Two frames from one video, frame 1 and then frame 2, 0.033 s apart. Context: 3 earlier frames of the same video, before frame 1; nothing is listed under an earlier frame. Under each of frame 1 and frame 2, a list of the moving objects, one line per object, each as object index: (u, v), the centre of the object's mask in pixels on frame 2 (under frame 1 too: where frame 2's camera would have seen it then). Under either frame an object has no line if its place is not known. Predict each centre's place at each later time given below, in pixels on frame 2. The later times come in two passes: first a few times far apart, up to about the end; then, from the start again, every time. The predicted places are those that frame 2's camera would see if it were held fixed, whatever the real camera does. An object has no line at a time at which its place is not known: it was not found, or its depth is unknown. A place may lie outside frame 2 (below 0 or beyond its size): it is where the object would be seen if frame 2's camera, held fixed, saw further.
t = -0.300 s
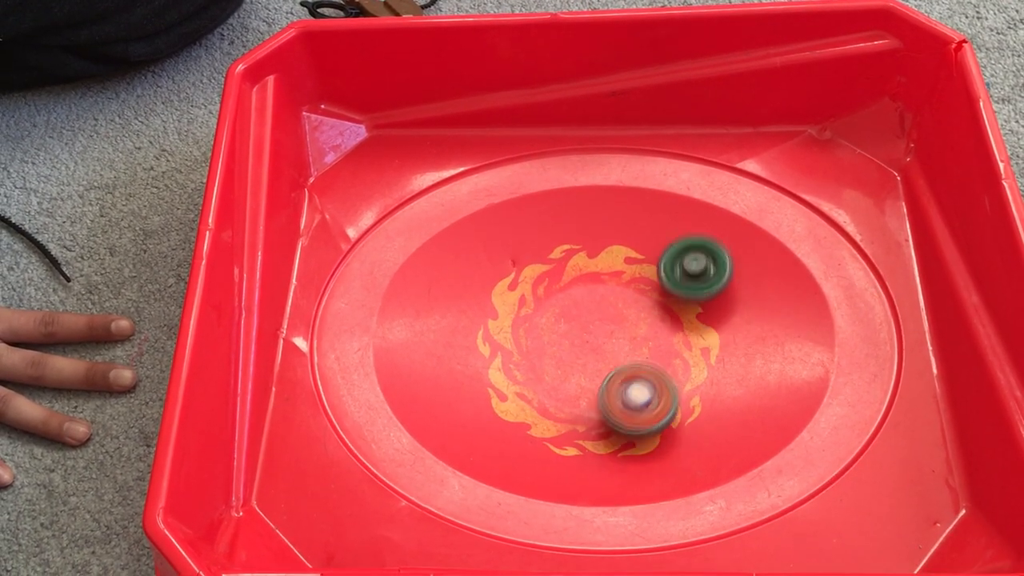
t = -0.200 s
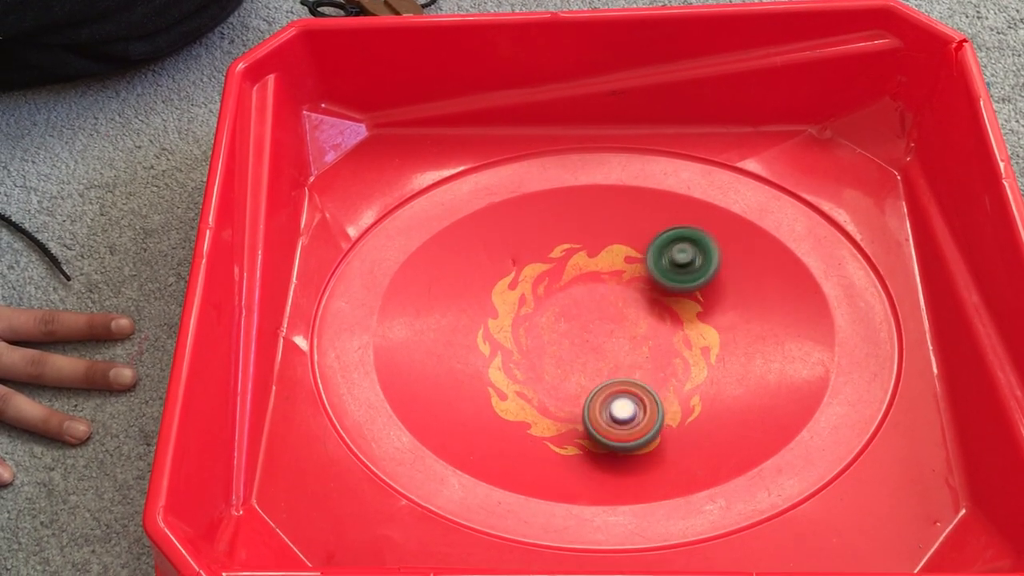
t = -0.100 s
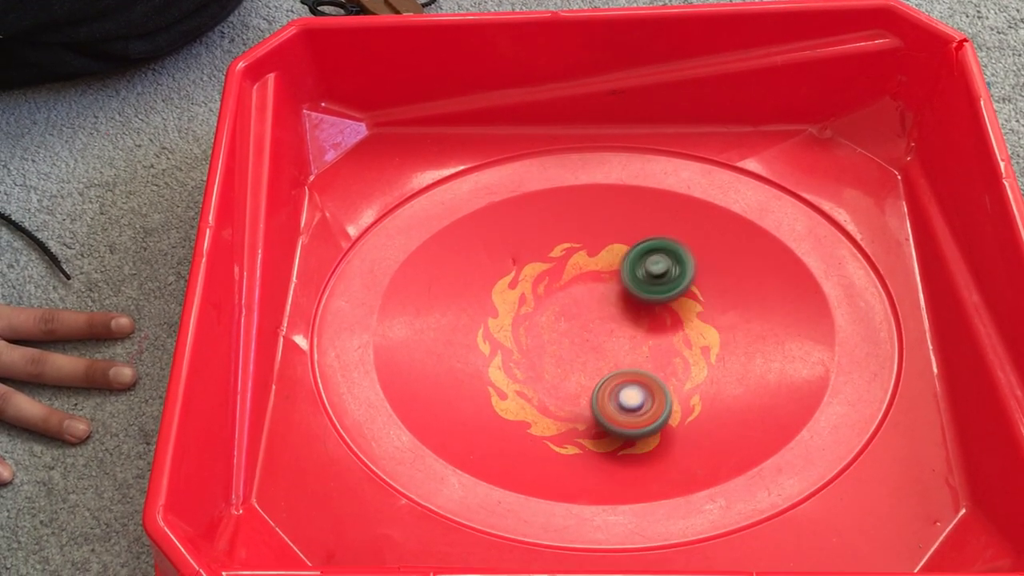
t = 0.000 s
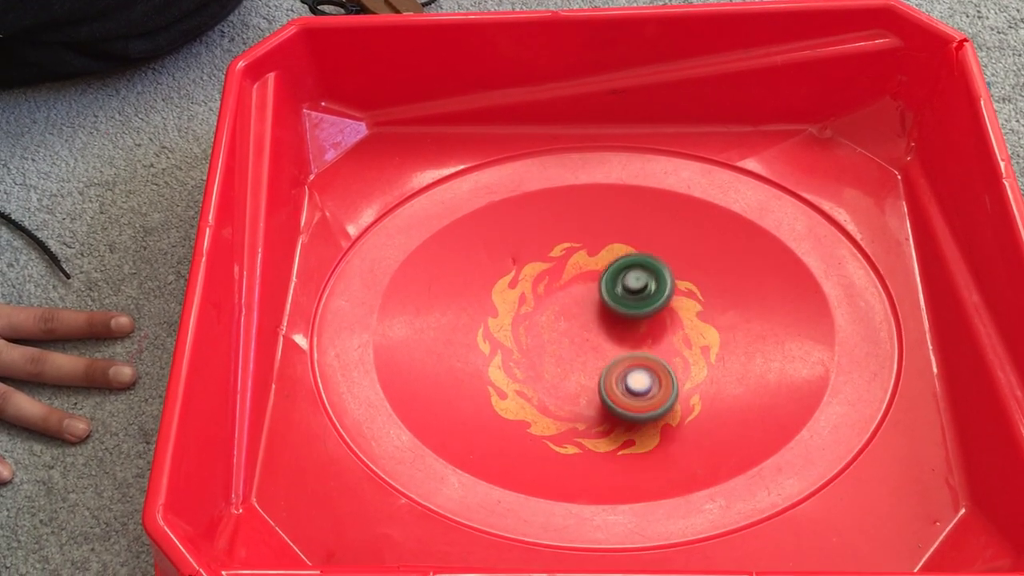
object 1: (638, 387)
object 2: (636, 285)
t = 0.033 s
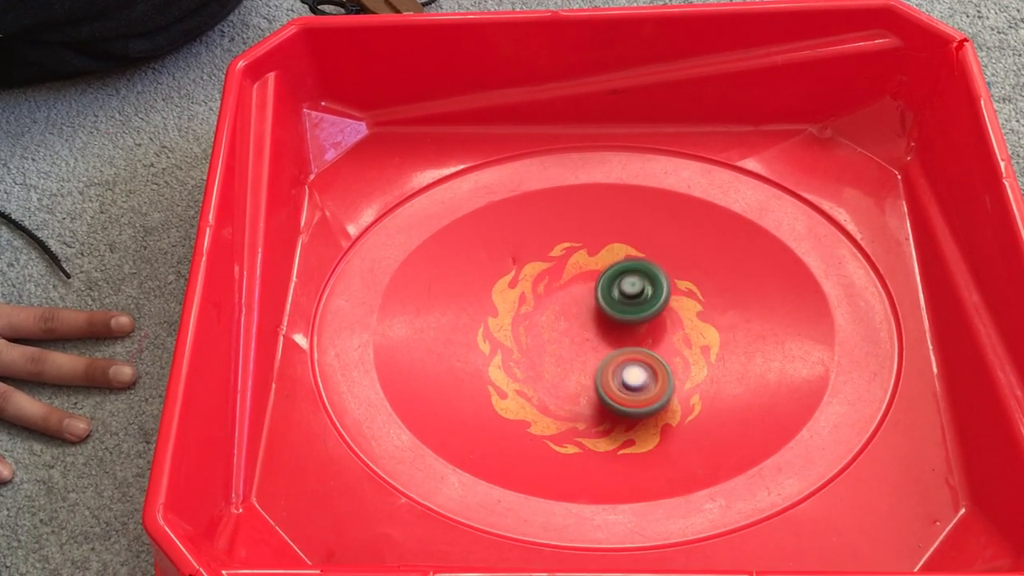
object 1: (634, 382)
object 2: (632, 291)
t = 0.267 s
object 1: (575, 370)
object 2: (609, 311)
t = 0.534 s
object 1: (552, 409)
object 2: (601, 301)
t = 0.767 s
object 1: (579, 388)
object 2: (577, 290)
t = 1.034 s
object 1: (559, 360)
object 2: (546, 272)
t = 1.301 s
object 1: (584, 434)
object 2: (526, 191)
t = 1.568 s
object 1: (687, 366)
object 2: (529, 272)
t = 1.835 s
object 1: (670, 272)
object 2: (562, 309)
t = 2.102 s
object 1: (591, 235)
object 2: (591, 336)
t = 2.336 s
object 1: (537, 306)
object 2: (621, 364)
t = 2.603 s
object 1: (552, 364)
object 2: (660, 401)
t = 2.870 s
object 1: (568, 394)
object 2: (668, 386)
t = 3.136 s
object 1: (510, 386)
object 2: (752, 325)
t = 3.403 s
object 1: (522, 355)
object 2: (713, 285)
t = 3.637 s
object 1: (539, 294)
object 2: (663, 273)
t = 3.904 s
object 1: (539, 257)
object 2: (624, 278)
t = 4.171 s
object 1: (504, 272)
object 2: (668, 316)
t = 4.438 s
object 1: (545, 329)
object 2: (698, 334)
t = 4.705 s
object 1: (578, 349)
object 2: (715, 348)
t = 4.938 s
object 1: (515, 360)
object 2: (692, 350)
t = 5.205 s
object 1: (524, 377)
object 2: (636, 344)
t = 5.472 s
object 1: (461, 348)
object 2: (728, 295)
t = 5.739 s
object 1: (505, 340)
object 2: (719, 259)
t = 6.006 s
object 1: (581, 300)
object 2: (676, 283)
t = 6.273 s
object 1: (545, 275)
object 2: (713, 332)
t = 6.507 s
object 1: (557, 297)
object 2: (674, 342)
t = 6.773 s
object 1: (504, 237)
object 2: (735, 421)
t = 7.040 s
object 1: (447, 264)
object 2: (723, 386)
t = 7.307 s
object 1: (500, 342)
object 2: (664, 335)
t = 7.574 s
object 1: (589, 400)
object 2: (645, 295)
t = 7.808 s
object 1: (668, 415)
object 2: (648, 271)
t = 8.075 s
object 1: (698, 369)
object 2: (653, 272)
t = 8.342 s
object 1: (656, 356)
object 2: (624, 256)
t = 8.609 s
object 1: (606, 337)
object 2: (590, 268)
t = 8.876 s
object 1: (558, 371)
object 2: (564, 228)
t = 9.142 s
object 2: (570, 274)
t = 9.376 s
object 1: (522, 344)
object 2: (599, 296)
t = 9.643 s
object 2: (602, 316)
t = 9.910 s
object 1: (513, 382)
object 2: (652, 288)
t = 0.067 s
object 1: (627, 378)
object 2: (629, 297)
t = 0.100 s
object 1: (619, 374)
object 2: (625, 302)
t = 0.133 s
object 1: (611, 372)
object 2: (622, 305)
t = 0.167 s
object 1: (602, 373)
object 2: (619, 305)
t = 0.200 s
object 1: (593, 373)
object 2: (616, 306)
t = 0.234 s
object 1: (584, 371)
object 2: (612, 309)
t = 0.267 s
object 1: (575, 370)
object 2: (609, 311)
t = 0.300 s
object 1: (561, 378)
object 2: (612, 307)
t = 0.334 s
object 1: (546, 385)
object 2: (615, 301)
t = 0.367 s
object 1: (538, 391)
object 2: (616, 298)
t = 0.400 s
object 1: (534, 396)
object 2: (615, 297)
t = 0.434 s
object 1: (535, 400)
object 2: (612, 297)
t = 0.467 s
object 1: (539, 404)
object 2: (609, 298)
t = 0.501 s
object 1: (545, 407)
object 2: (605, 299)
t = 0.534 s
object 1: (552, 409)
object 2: (601, 301)
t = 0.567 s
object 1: (561, 408)
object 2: (597, 302)
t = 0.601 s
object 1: (568, 404)
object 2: (593, 304)
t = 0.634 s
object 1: (576, 398)
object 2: (589, 306)
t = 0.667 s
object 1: (581, 390)
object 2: (586, 307)
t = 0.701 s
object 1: (583, 382)
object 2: (582, 309)
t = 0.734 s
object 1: (582, 380)
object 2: (579, 306)
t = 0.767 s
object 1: (579, 388)
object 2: (577, 290)
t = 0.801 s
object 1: (576, 390)
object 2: (574, 278)
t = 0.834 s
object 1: (574, 390)
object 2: (572, 271)
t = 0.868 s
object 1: (573, 387)
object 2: (569, 267)
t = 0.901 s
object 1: (570, 383)
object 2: (564, 265)
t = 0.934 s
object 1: (566, 378)
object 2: (559, 266)
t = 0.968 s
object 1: (563, 372)
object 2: (555, 267)
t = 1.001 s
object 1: (561, 365)
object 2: (550, 269)
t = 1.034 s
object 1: (559, 360)
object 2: (546, 272)
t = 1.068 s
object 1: (558, 355)
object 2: (542, 274)
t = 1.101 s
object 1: (557, 349)
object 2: (539, 276)
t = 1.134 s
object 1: (555, 346)
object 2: (536, 278)
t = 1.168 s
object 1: (556, 372)
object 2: (533, 250)
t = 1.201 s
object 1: (558, 399)
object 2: (530, 224)
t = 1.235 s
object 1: (564, 417)
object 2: (529, 204)
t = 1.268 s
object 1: (572, 429)
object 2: (528, 194)
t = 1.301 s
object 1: (584, 434)
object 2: (526, 191)
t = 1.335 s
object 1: (599, 434)
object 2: (524, 192)
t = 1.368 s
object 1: (618, 431)
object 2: (521, 198)
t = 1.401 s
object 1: (636, 426)
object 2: (520, 206)
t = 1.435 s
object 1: (653, 418)
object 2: (519, 218)
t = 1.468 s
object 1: (667, 407)
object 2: (520, 231)
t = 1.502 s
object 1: (678, 395)
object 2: (522, 245)
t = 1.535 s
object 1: (684, 381)
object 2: (525, 259)
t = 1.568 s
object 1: (687, 366)
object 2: (529, 272)
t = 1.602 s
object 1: (687, 352)
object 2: (535, 283)
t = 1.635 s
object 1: (683, 338)
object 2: (543, 292)
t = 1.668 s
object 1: (678, 325)
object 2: (551, 297)
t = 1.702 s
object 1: (672, 313)
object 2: (560, 301)
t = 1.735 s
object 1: (665, 303)
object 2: (569, 303)
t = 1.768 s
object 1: (658, 293)
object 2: (577, 304)
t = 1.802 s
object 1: (665, 282)
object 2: (569, 307)
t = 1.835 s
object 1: (670, 272)
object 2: (562, 309)
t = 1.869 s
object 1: (670, 263)
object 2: (558, 311)
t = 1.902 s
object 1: (665, 254)
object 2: (559, 314)
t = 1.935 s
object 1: (657, 247)
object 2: (563, 317)
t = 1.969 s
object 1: (646, 240)
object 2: (568, 320)
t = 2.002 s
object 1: (634, 236)
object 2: (574, 324)
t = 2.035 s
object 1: (620, 233)
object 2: (580, 328)
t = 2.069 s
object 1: (606, 232)
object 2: (585, 332)
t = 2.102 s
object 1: (591, 235)
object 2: (591, 336)
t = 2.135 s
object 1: (578, 239)
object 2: (596, 339)
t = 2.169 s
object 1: (565, 247)
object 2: (600, 343)
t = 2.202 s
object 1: (554, 256)
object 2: (605, 347)
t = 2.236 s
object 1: (545, 267)
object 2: (609, 351)
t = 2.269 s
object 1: (539, 280)
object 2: (613, 355)
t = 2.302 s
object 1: (537, 293)
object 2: (617, 360)
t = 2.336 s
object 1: (537, 306)
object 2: (621, 364)
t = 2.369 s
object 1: (540, 316)
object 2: (624, 368)
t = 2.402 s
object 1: (544, 327)
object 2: (627, 372)
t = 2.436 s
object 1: (549, 337)
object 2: (630, 377)
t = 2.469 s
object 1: (555, 347)
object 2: (632, 381)
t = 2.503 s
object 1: (560, 356)
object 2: (635, 386)
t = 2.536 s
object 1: (556, 359)
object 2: (646, 393)
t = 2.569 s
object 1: (554, 361)
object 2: (655, 398)
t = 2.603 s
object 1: (552, 364)
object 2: (660, 401)
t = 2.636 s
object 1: (551, 367)
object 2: (663, 401)
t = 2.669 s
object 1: (550, 371)
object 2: (667, 400)
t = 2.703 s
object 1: (549, 375)
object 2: (669, 399)
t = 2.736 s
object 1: (548, 379)
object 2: (671, 398)
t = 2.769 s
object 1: (550, 383)
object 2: (672, 395)
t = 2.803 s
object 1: (553, 388)
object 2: (672, 392)
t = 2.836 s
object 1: (560, 392)
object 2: (670, 389)
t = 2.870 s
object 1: (568, 394)
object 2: (668, 386)
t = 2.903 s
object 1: (578, 396)
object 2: (665, 383)
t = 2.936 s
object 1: (573, 396)
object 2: (673, 378)
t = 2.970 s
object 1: (551, 396)
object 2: (704, 369)
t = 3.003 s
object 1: (533, 394)
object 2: (727, 359)
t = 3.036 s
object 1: (521, 391)
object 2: (743, 348)
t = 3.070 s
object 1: (514, 388)
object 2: (752, 339)
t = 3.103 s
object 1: (511, 387)
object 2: (754, 331)
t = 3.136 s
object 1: (510, 386)
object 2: (752, 325)
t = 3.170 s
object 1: (508, 385)
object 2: (750, 318)
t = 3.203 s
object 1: (508, 384)
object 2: (747, 312)
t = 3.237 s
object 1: (509, 382)
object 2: (742, 307)
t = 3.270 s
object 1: (511, 379)
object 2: (738, 301)
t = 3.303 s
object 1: (514, 374)
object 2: (732, 296)
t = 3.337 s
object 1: (517, 368)
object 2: (726, 292)
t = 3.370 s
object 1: (520, 362)
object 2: (720, 288)
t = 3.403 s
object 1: (522, 355)
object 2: (713, 285)
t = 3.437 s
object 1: (524, 347)
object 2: (706, 282)
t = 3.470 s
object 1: (526, 340)
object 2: (699, 280)
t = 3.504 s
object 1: (529, 332)
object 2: (691, 278)
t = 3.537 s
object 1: (531, 324)
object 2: (684, 276)
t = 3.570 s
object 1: (533, 314)
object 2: (676, 275)
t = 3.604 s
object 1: (536, 305)
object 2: (669, 274)
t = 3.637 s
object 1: (539, 294)
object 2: (663, 273)
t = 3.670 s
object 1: (542, 286)
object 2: (656, 273)
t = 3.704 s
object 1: (544, 280)
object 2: (649, 273)
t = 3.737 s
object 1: (545, 274)
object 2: (642, 273)
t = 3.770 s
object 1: (545, 268)
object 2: (636, 273)
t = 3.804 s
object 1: (546, 264)
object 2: (629, 274)
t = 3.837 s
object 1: (546, 262)
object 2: (624, 274)
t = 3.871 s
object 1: (543, 259)
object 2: (622, 275)
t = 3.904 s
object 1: (539, 257)
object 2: (624, 278)
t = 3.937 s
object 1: (537, 257)
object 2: (624, 281)
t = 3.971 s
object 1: (535, 258)
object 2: (622, 283)
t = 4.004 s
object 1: (535, 261)
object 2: (620, 285)
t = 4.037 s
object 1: (536, 264)
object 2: (616, 286)
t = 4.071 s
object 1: (537, 269)
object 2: (614, 288)
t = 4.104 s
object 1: (522, 267)
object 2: (633, 298)
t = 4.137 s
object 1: (511, 268)
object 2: (652, 308)
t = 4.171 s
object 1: (504, 272)
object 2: (668, 316)
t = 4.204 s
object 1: (502, 279)
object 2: (679, 322)
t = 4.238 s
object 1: (503, 287)
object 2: (686, 327)
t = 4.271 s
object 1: (506, 295)
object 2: (690, 329)
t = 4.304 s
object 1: (511, 303)
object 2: (693, 329)
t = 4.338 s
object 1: (518, 312)
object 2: (695, 330)
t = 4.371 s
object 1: (526, 319)
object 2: (697, 331)
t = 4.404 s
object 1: (535, 325)
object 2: (698, 332)
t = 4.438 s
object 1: (545, 329)
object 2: (698, 334)
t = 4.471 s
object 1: (554, 333)
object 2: (697, 335)
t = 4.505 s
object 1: (565, 337)
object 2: (696, 337)
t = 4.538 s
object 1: (576, 341)
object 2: (695, 339)
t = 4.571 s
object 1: (586, 344)
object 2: (692, 340)
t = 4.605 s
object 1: (597, 347)
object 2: (689, 342)
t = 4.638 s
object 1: (608, 350)
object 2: (687, 343)
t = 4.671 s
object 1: (597, 348)
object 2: (699, 345)
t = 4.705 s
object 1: (578, 349)
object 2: (715, 348)
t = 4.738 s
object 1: (565, 349)
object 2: (723, 351)
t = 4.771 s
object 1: (553, 349)
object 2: (725, 353)
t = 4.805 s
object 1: (544, 351)
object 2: (721, 354)
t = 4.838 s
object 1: (535, 353)
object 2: (716, 354)
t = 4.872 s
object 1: (526, 354)
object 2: (709, 352)
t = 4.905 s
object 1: (520, 357)
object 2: (701, 351)
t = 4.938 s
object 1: (515, 360)
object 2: (692, 350)
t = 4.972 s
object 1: (511, 364)
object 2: (685, 349)
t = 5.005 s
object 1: (508, 367)
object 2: (678, 348)
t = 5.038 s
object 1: (507, 371)
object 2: (671, 347)
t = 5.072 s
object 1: (507, 374)
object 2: (664, 347)
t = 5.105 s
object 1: (510, 377)
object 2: (657, 346)
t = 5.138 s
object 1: (514, 378)
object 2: (650, 346)
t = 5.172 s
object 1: (519, 379)
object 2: (643, 345)
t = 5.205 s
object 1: (524, 377)
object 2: (636, 344)
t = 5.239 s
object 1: (530, 375)
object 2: (629, 342)
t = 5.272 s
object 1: (537, 371)
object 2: (623, 340)
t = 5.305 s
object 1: (542, 366)
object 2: (617, 338)
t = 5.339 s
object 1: (518, 364)
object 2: (641, 330)
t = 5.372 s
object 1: (495, 359)
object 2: (671, 321)
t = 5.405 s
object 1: (477, 355)
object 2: (696, 311)
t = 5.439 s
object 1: (466, 351)
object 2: (715, 303)
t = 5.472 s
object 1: (461, 348)
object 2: (728, 295)
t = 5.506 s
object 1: (460, 346)
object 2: (734, 288)
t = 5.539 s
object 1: (462, 346)
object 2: (735, 281)
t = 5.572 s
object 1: (466, 346)
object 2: (735, 274)
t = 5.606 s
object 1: (471, 347)
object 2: (733, 269)
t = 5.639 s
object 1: (479, 346)
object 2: (731, 264)
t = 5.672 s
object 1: (487, 345)
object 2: (727, 261)
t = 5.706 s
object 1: (496, 343)
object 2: (724, 259)
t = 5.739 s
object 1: (505, 340)
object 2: (719, 259)
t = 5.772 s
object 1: (515, 337)
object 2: (714, 259)
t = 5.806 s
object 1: (525, 332)
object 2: (708, 261)
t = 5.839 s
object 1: (535, 328)
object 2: (702, 263)
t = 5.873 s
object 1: (544, 323)
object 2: (695, 267)
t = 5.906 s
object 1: (553, 317)
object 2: (689, 270)
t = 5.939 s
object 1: (563, 311)
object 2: (683, 275)
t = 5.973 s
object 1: (572, 306)
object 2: (679, 279)
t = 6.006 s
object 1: (581, 300)
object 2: (676, 283)
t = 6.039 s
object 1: (590, 295)
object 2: (673, 287)
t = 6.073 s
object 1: (591, 288)
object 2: (678, 292)
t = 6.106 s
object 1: (578, 281)
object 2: (696, 296)
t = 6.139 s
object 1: (566, 276)
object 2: (708, 304)
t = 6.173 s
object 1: (557, 272)
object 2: (715, 314)
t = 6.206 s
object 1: (552, 271)
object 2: (718, 322)
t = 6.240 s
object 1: (548, 272)
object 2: (717, 328)
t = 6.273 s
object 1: (545, 275)
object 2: (713, 332)
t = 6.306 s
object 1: (543, 278)
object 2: (708, 334)
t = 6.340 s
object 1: (543, 282)
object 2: (703, 336)
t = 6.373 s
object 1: (544, 286)
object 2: (698, 337)
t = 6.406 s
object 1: (546, 290)
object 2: (692, 339)
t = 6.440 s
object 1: (549, 292)
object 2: (687, 340)
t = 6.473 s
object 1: (552, 294)
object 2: (681, 342)
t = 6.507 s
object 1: (557, 297)
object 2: (674, 342)
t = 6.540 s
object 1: (561, 299)
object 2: (668, 343)
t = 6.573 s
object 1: (565, 301)
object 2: (662, 343)
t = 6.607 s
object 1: (569, 304)
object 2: (656, 344)
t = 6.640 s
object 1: (574, 307)
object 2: (649, 344)
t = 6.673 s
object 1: (563, 297)
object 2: (662, 359)
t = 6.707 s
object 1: (539, 273)
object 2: (693, 387)
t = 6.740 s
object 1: (519, 252)
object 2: (718, 408)
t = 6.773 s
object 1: (504, 237)
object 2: (735, 421)
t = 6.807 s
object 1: (493, 230)
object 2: (746, 429)
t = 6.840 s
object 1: (483, 229)
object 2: (750, 430)
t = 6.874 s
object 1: (474, 232)
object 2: (750, 427)
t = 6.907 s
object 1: (466, 236)
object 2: (748, 420)
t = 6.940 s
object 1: (459, 241)
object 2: (744, 413)
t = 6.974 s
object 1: (453, 248)
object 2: (738, 404)
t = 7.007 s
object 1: (449, 255)
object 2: (731, 395)
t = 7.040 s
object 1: (447, 264)
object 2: (723, 386)
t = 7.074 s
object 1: (448, 273)
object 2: (715, 377)
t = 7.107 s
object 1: (450, 283)
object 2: (705, 368)
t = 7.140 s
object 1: (454, 293)
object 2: (696, 361)
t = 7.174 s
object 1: (461, 303)
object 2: (688, 354)
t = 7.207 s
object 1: (470, 313)
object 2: (680, 348)
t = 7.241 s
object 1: (479, 323)
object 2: (673, 343)
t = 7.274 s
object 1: (489, 333)
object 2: (668, 339)
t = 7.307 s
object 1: (500, 342)
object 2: (664, 335)
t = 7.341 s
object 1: (512, 350)
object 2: (660, 331)
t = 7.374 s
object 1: (524, 359)
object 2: (656, 326)
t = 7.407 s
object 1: (536, 366)
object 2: (653, 321)
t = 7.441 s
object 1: (547, 372)
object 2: (650, 316)
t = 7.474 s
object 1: (558, 378)
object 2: (648, 310)
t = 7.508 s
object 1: (568, 386)
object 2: (647, 305)
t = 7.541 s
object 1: (579, 393)
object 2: (645, 300)
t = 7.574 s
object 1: (589, 400)
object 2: (645, 295)
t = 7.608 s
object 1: (600, 406)
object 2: (645, 290)
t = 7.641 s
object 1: (611, 410)
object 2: (646, 286)
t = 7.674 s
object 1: (624, 414)
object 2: (647, 282)
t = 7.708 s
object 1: (635, 416)
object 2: (648, 279)
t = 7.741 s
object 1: (646, 416)
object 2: (648, 276)
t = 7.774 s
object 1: (657, 416)
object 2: (648, 273)
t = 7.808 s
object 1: (668, 415)
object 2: (648, 271)
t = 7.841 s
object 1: (677, 413)
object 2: (649, 269)
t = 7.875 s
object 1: (686, 410)
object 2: (649, 268)
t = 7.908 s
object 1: (692, 405)
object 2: (650, 267)
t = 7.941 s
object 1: (697, 399)
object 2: (650, 267)
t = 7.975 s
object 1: (700, 393)
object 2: (651, 267)
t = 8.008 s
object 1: (701, 385)
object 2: (652, 268)
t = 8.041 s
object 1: (700, 377)
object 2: (653, 270)
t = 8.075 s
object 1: (698, 369)
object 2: (653, 272)
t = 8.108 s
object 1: (693, 359)
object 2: (653, 275)
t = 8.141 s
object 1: (688, 351)
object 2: (653, 278)
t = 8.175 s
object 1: (682, 345)
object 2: (652, 281)
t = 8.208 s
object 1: (678, 352)
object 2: (645, 269)
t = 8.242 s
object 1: (673, 357)
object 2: (638, 259)
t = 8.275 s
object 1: (667, 358)
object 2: (633, 255)
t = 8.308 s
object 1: (662, 357)
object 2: (628, 255)
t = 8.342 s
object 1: (656, 356)
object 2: (624, 256)
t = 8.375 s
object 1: (651, 355)
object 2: (619, 257)
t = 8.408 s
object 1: (645, 353)
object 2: (614, 259)
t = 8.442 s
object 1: (639, 351)
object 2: (610, 261)
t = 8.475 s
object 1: (633, 349)
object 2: (605, 263)
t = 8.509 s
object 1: (626, 347)
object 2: (601, 265)
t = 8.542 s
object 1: (619, 344)
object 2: (597, 266)
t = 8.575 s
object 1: (613, 341)
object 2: (594, 267)
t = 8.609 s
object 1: (606, 337)
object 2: (590, 268)
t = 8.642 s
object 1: (600, 334)
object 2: (587, 268)
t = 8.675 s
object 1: (593, 344)
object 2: (584, 255)
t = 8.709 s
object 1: (585, 356)
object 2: (583, 239)
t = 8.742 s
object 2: (580, 229)
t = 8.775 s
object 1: (572, 370)
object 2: (575, 225)
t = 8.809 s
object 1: (567, 371)
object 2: (570, 224)
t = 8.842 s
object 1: (563, 371)
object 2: (567, 225)
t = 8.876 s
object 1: (558, 371)
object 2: (564, 228)
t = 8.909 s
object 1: (554, 371)
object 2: (563, 232)
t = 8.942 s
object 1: (550, 369)
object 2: (562, 237)
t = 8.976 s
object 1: (547, 368)
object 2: (562, 243)
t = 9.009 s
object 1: (543, 365)
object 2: (563, 250)
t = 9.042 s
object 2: (564, 256)
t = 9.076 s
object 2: (566, 263)
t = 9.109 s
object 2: (568, 269)
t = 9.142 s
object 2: (570, 274)
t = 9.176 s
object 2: (572, 278)
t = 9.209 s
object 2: (575, 281)
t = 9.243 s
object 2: (577, 285)
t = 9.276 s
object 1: (533, 344)
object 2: (580, 289)
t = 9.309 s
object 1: (534, 341)
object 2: (583, 293)
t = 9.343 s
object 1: (528, 342)
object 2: (589, 295)
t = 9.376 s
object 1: (522, 344)
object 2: (599, 296)
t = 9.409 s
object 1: (520, 345)
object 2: (606, 298)
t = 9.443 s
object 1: (518, 348)
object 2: (610, 301)
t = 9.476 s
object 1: (518, 350)
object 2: (611, 304)
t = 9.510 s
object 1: (518, 352)
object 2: (610, 308)
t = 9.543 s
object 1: (519, 353)
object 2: (608, 310)
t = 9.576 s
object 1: (521, 355)
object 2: (607, 312)
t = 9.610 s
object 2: (604, 315)
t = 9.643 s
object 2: (602, 316)
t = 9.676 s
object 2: (599, 318)
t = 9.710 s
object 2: (608, 313)
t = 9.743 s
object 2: (626, 304)
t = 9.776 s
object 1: (506, 371)
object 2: (639, 298)
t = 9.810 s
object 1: (505, 374)
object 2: (647, 294)
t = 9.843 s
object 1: (508, 377)
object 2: (652, 291)
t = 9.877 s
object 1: (510, 380)
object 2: (653, 290)
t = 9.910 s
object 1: (513, 382)
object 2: (652, 288)
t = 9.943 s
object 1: (517, 382)
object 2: (652, 286)
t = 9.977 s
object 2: (652, 285)
